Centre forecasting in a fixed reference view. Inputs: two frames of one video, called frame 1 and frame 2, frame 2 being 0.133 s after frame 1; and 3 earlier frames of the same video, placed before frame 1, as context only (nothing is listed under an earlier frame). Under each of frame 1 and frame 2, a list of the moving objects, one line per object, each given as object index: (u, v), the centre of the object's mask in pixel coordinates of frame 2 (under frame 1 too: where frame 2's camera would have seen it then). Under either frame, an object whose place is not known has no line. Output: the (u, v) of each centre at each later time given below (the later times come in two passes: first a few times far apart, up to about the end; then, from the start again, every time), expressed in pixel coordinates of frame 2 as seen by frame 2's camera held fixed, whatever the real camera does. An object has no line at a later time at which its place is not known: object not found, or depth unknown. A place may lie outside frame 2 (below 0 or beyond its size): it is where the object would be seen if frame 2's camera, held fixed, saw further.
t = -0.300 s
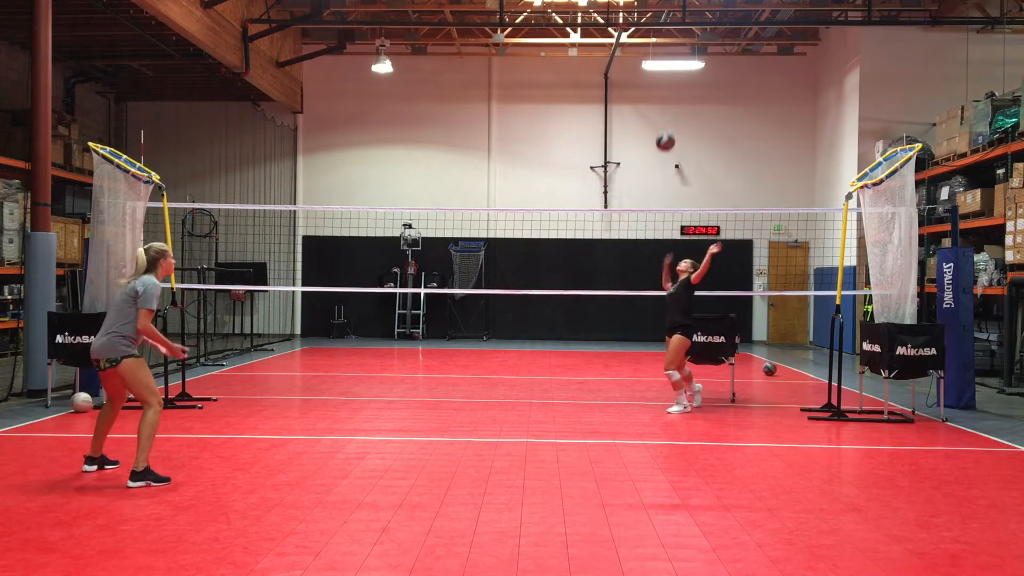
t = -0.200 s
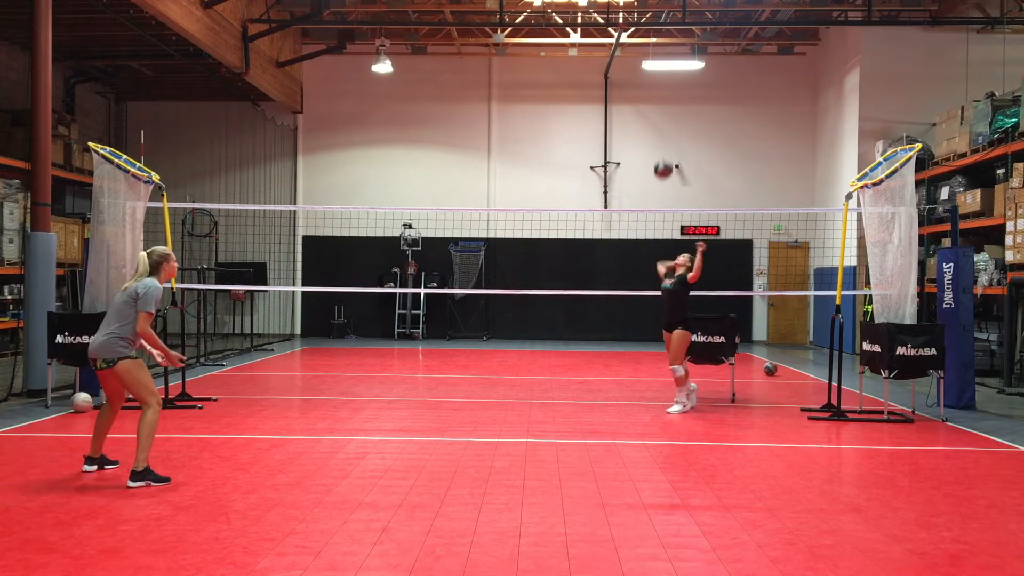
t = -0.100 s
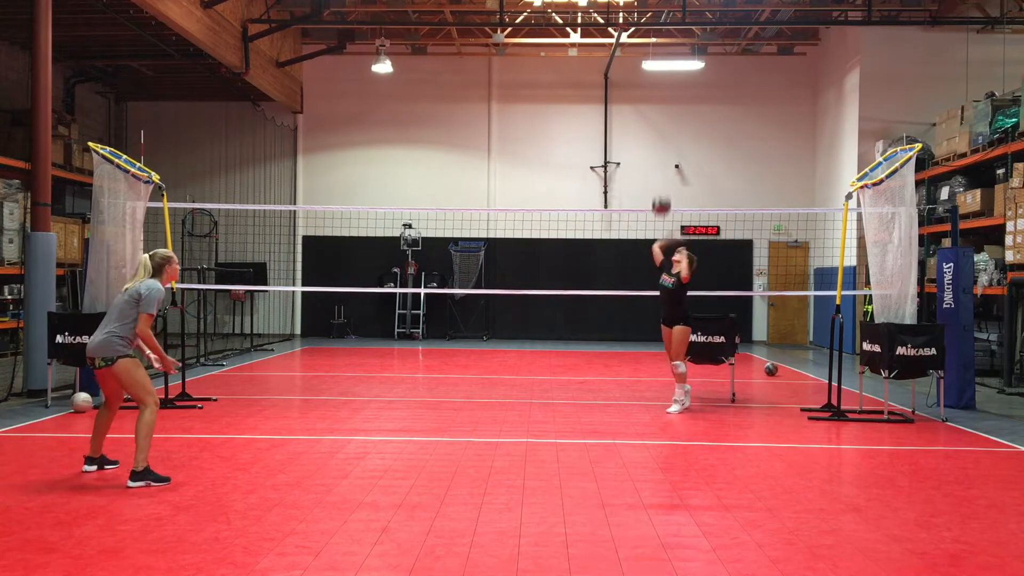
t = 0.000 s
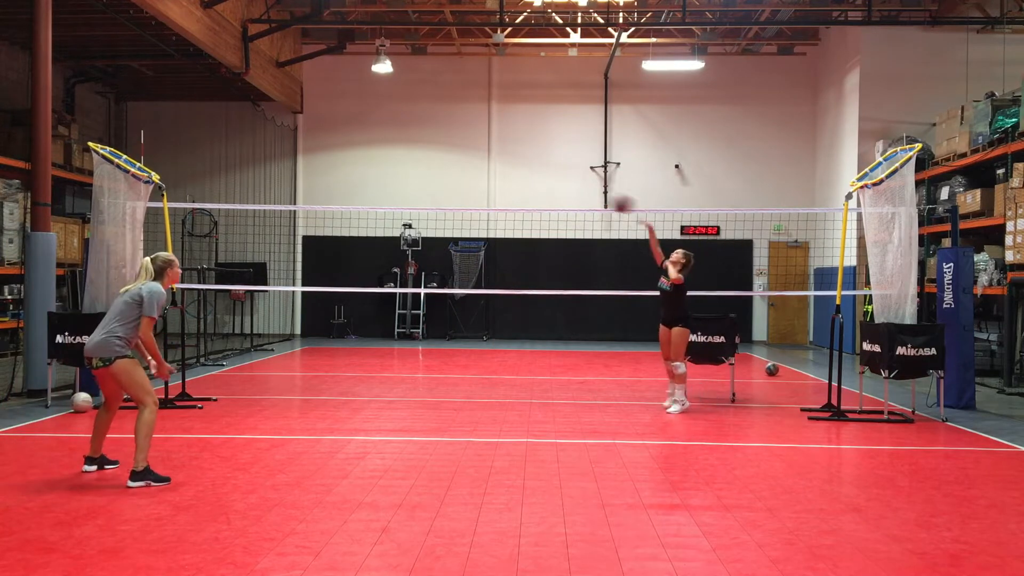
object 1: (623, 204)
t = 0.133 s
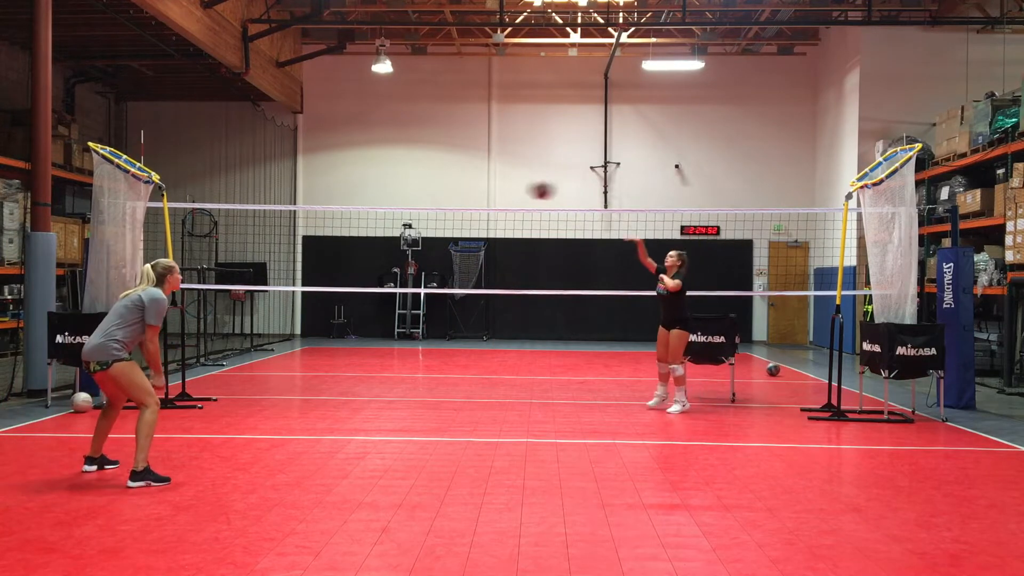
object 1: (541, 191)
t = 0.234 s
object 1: (472, 192)
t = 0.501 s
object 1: (240, 267)
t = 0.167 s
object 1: (519, 190)
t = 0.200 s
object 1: (496, 190)
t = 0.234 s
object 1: (472, 192)
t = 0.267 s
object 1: (448, 196)
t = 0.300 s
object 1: (423, 199)
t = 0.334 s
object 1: (395, 206)
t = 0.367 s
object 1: (368, 215)
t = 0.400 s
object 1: (337, 226)
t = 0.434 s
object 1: (307, 236)
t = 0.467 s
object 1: (274, 248)
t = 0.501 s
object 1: (240, 267)
